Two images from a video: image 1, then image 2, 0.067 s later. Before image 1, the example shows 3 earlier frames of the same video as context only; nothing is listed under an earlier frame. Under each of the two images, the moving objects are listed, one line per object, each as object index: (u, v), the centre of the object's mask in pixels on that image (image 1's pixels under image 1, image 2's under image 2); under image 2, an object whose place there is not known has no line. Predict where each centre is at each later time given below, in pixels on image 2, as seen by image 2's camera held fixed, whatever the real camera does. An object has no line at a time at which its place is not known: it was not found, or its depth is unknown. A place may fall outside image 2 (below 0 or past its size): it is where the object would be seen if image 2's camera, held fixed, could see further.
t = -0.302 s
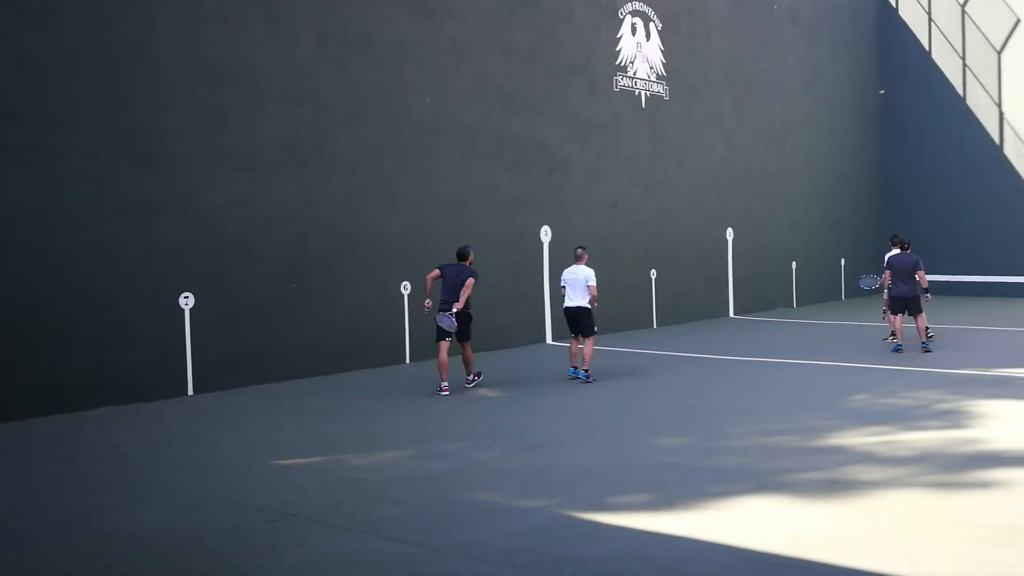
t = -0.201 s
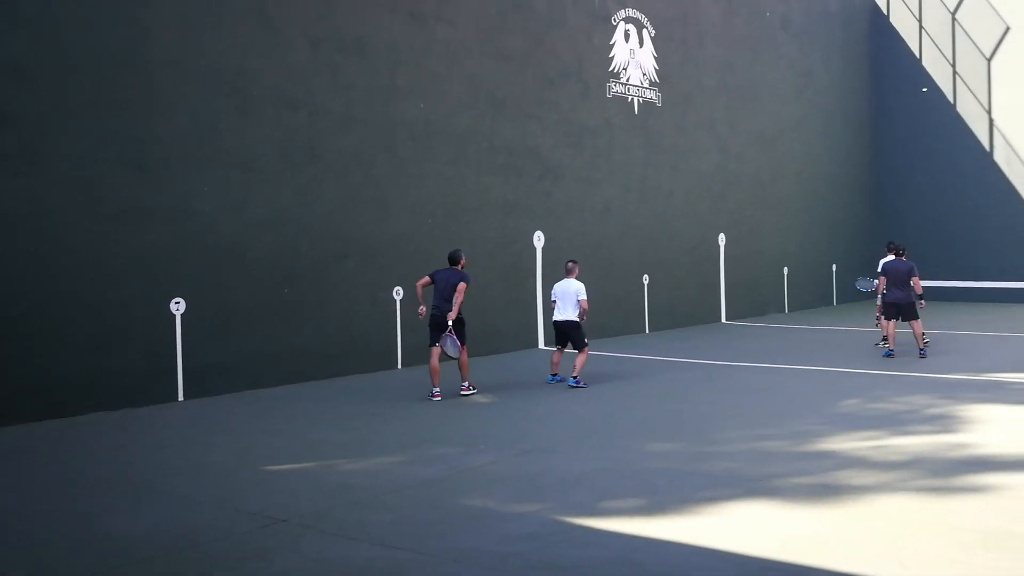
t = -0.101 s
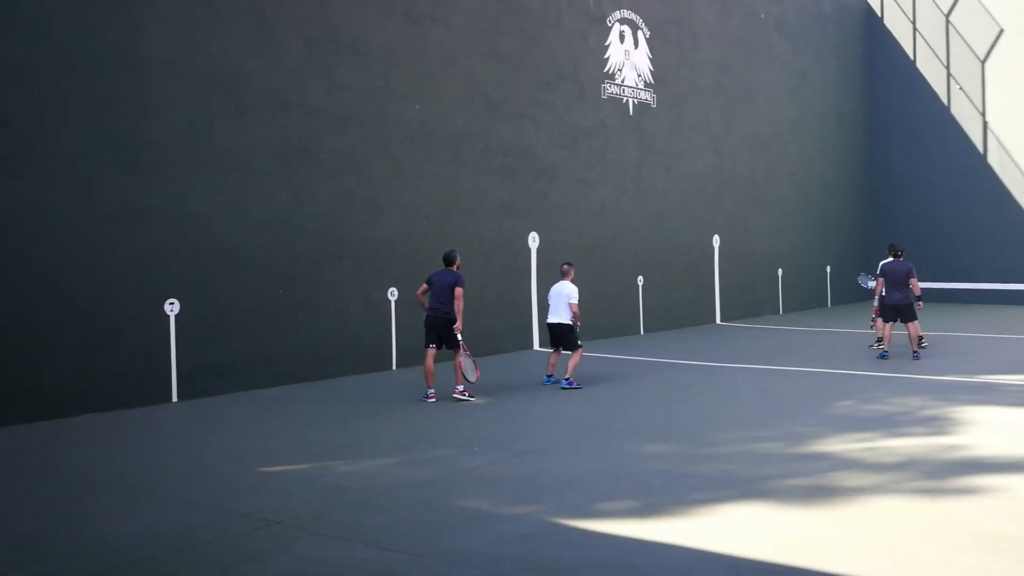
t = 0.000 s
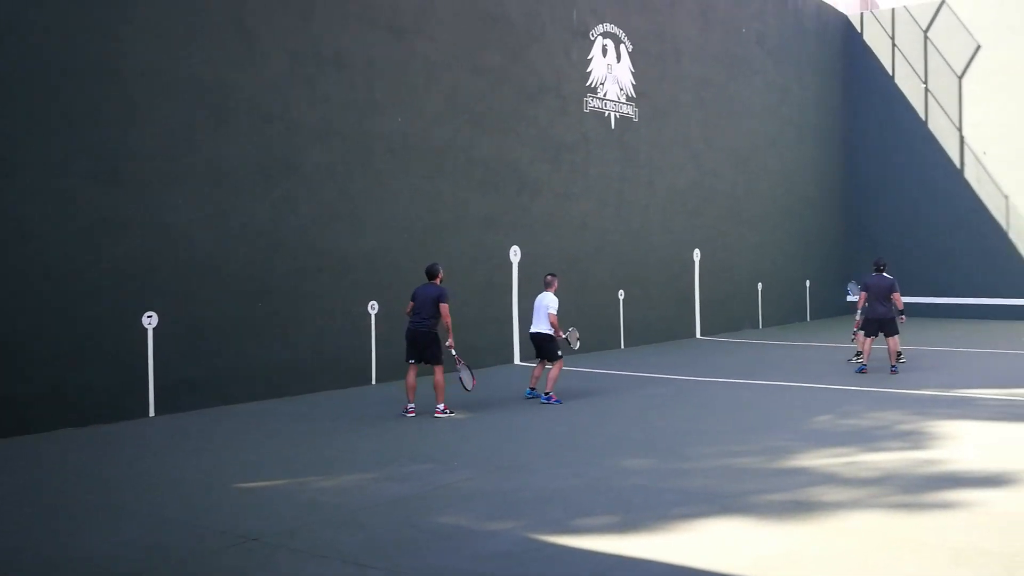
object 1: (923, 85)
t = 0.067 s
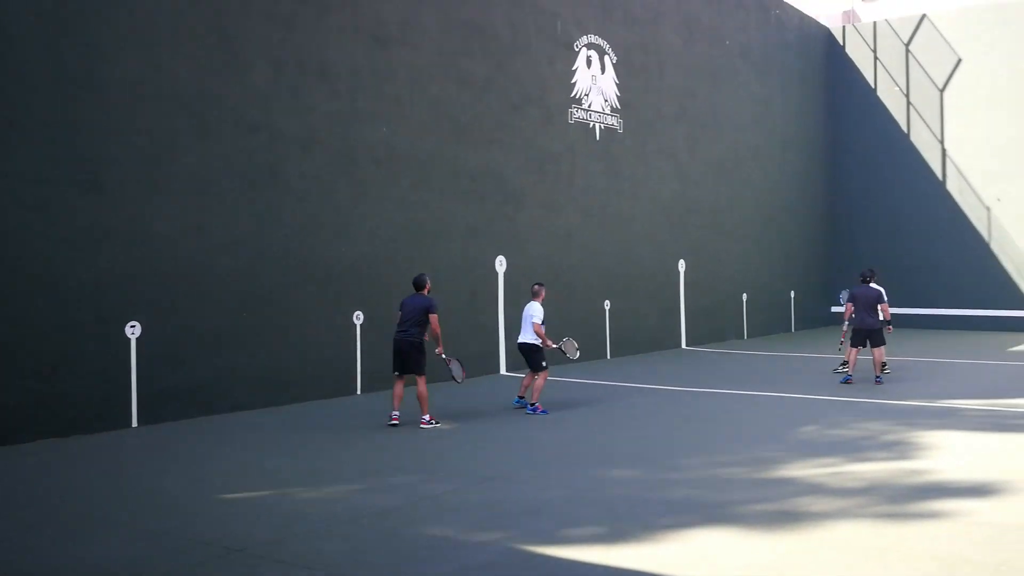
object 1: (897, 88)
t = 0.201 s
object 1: (877, 73)
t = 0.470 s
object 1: (833, 55)
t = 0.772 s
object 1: (765, 71)
